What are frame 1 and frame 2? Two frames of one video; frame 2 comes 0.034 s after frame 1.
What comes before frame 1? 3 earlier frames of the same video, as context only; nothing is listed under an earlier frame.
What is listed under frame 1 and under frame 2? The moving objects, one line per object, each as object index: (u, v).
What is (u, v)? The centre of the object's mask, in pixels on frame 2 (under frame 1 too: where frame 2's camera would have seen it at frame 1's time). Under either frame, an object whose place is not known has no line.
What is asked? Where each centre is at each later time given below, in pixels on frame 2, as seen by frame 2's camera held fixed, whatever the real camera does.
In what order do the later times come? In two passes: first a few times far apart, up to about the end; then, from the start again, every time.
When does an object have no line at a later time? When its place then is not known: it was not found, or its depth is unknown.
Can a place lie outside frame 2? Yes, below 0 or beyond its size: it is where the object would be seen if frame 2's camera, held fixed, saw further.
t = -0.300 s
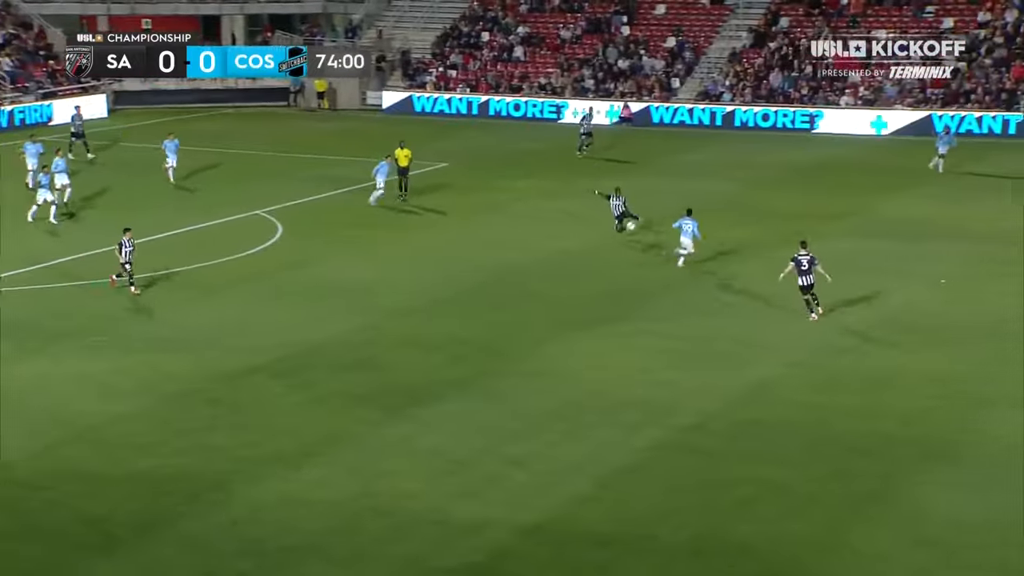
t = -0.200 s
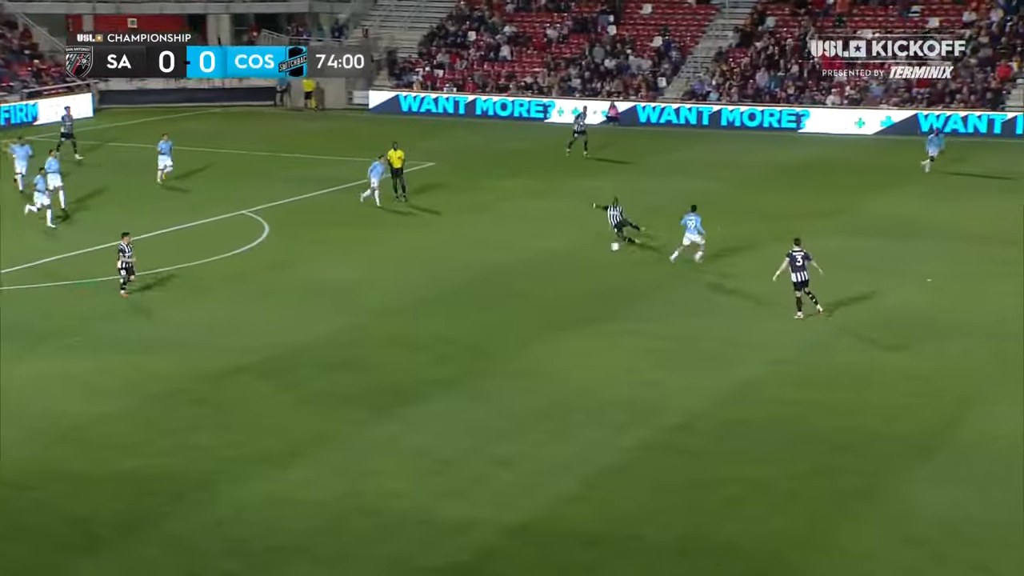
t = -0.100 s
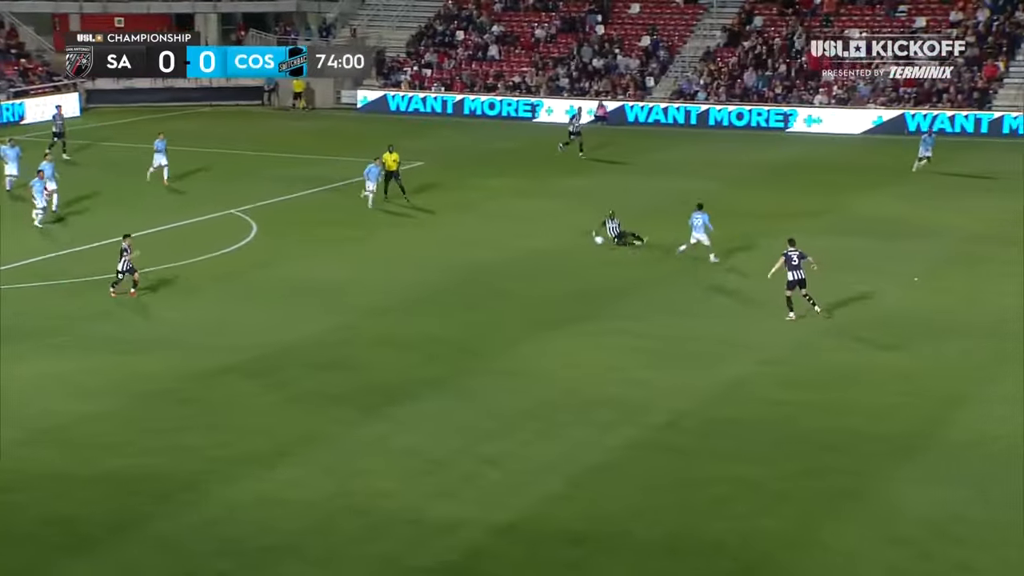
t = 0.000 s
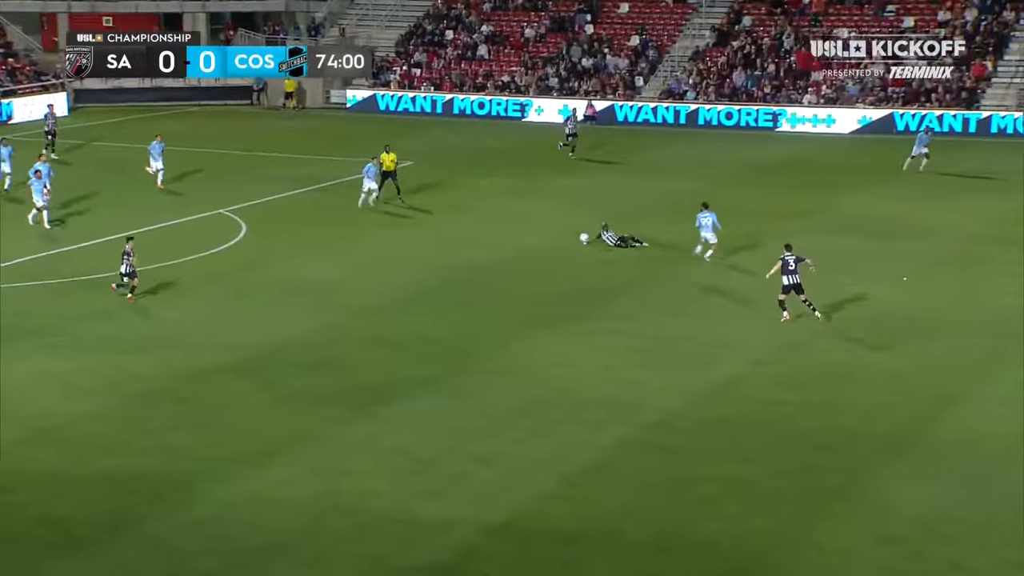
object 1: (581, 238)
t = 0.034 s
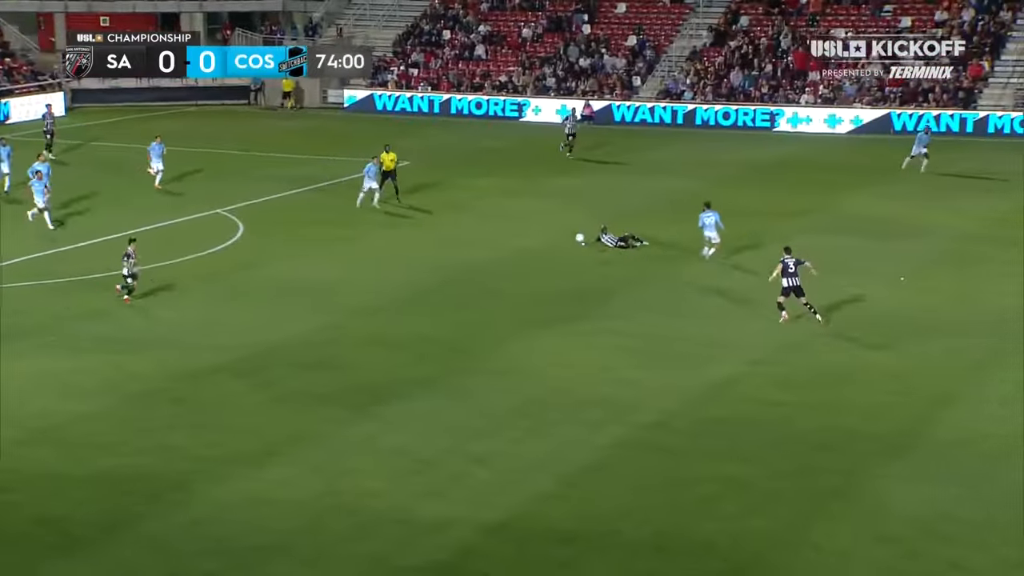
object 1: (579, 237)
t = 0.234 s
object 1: (571, 247)
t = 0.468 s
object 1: (560, 276)
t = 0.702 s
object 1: (539, 274)
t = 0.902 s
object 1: (521, 292)
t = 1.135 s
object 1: (501, 303)
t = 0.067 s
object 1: (578, 238)
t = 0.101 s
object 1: (576, 239)
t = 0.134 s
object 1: (575, 240)
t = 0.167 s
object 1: (573, 242)
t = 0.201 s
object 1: (572, 245)
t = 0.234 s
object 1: (571, 247)
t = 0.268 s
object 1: (569, 251)
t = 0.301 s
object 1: (568, 255)
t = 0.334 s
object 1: (566, 259)
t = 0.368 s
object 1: (565, 264)
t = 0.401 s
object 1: (563, 269)
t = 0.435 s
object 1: (562, 275)
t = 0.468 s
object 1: (560, 276)
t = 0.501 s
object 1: (557, 274)
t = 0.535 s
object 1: (554, 273)
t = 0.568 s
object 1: (551, 273)
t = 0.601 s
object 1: (548, 272)
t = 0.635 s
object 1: (545, 273)
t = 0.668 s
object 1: (542, 273)
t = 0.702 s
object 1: (539, 274)
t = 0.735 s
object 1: (536, 276)
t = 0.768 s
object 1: (533, 278)
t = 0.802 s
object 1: (530, 280)
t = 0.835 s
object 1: (527, 284)
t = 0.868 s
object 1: (524, 287)
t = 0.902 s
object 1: (521, 292)
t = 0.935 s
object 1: (518, 296)
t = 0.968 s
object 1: (515, 299)
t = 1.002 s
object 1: (513, 299)
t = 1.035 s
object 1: (509, 299)
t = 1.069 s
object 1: (506, 300)
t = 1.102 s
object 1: (503, 301)
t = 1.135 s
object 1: (501, 303)
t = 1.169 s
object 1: (498, 305)
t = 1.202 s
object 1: (495, 308)
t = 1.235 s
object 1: (492, 310)
